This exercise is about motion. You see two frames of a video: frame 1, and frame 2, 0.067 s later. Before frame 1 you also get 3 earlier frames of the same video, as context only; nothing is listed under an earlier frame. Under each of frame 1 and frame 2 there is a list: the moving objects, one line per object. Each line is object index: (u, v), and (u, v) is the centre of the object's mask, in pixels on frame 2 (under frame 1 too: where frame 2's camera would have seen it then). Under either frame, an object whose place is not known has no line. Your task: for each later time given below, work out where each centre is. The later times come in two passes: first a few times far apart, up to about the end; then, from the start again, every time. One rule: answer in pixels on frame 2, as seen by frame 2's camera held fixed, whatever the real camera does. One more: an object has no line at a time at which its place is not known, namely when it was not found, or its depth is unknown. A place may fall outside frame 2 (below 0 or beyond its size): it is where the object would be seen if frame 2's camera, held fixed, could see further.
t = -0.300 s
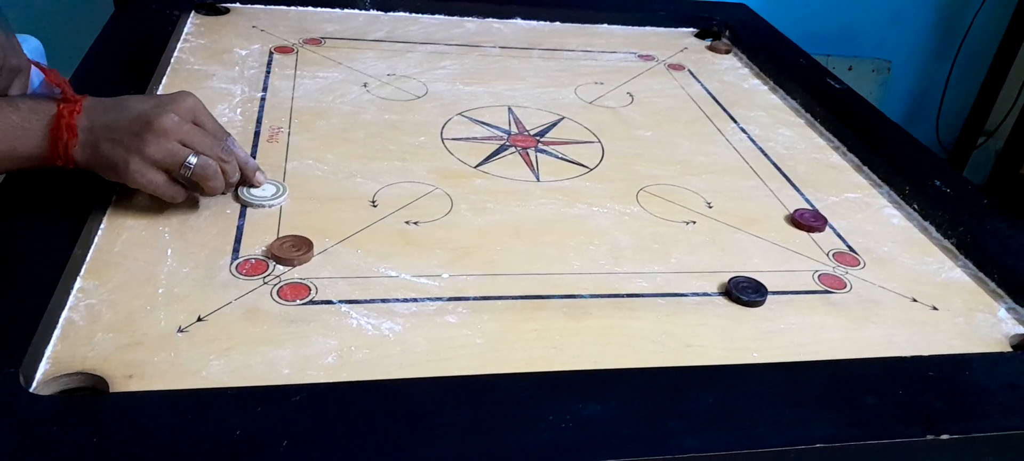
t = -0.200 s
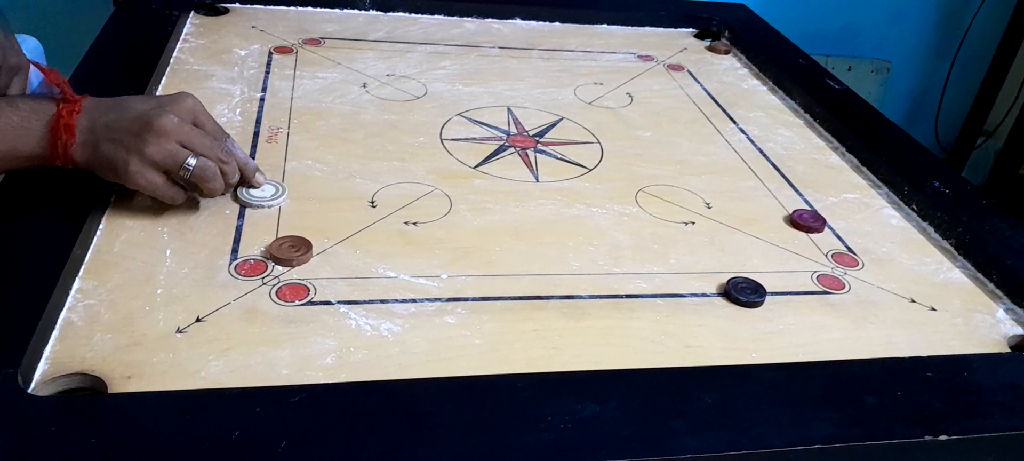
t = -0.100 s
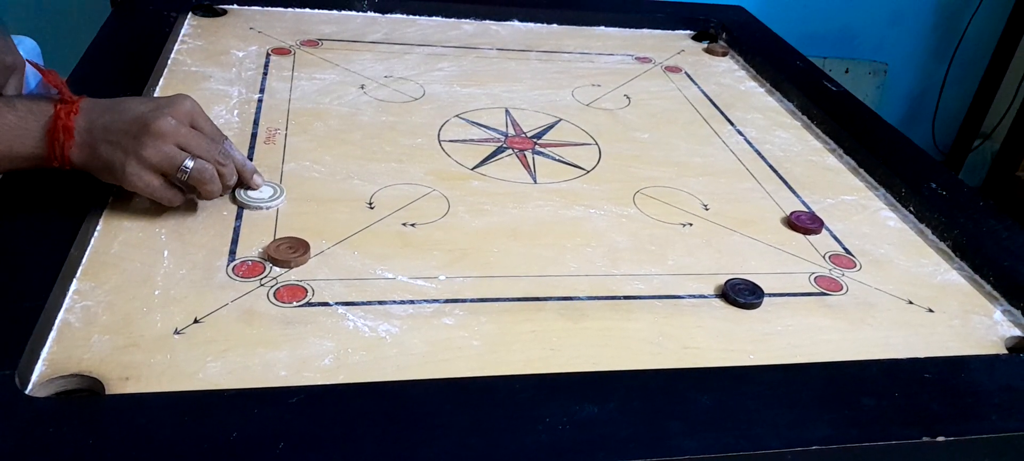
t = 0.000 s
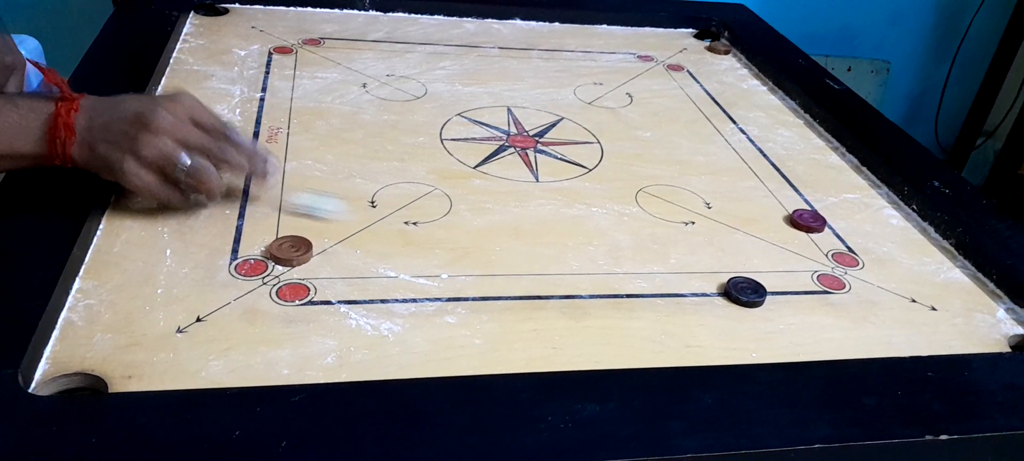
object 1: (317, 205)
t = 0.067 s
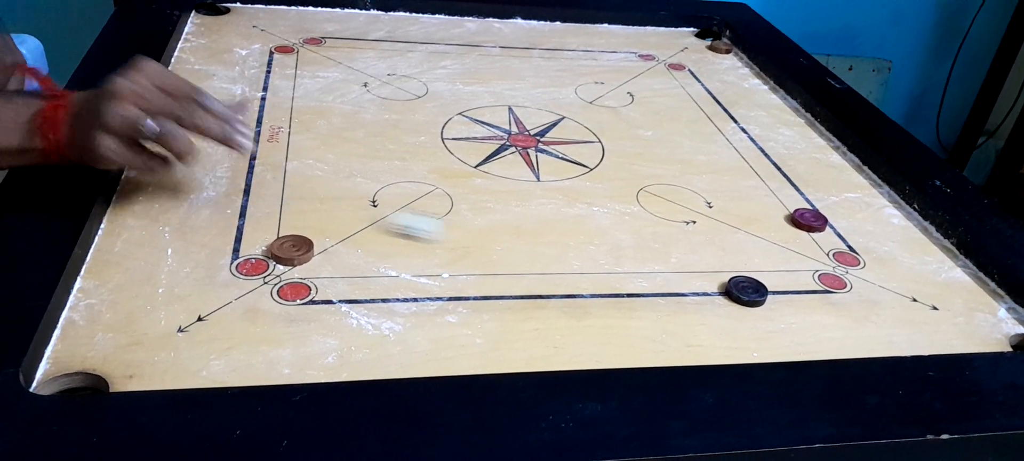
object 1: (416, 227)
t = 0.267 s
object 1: (688, 282)
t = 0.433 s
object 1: (767, 300)
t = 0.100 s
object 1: (462, 236)
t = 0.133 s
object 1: (508, 245)
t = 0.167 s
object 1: (554, 254)
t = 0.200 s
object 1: (598, 263)
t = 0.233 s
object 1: (641, 272)
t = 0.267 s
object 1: (688, 282)
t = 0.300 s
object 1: (710, 287)
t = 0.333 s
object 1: (728, 291)
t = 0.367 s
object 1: (742, 294)
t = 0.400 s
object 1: (755, 297)
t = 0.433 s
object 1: (767, 300)
